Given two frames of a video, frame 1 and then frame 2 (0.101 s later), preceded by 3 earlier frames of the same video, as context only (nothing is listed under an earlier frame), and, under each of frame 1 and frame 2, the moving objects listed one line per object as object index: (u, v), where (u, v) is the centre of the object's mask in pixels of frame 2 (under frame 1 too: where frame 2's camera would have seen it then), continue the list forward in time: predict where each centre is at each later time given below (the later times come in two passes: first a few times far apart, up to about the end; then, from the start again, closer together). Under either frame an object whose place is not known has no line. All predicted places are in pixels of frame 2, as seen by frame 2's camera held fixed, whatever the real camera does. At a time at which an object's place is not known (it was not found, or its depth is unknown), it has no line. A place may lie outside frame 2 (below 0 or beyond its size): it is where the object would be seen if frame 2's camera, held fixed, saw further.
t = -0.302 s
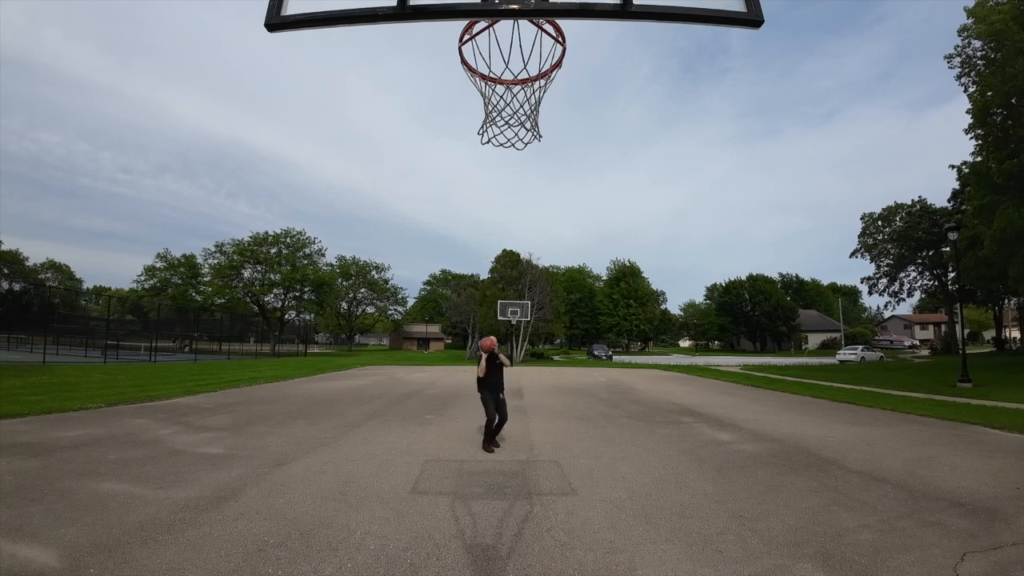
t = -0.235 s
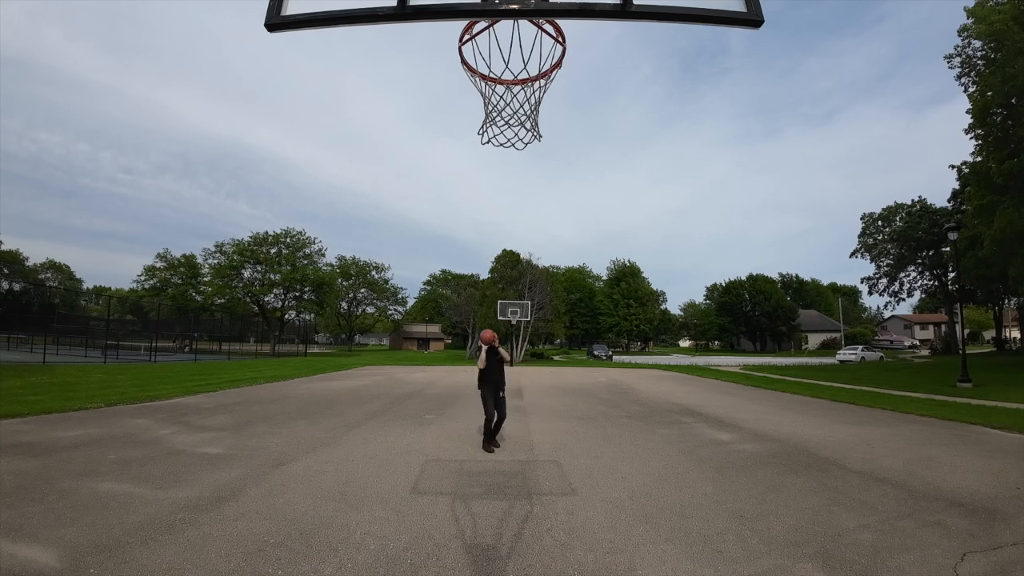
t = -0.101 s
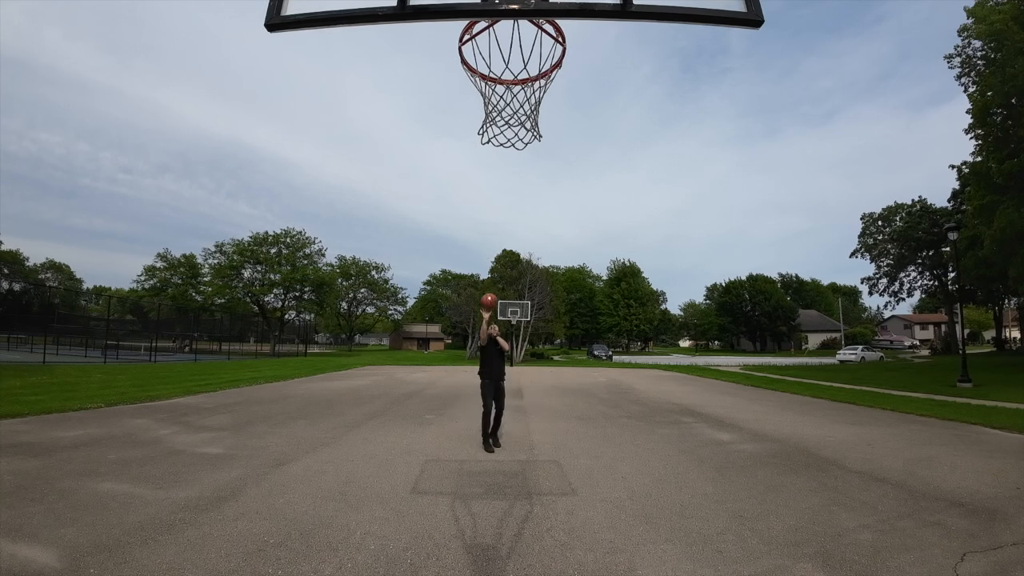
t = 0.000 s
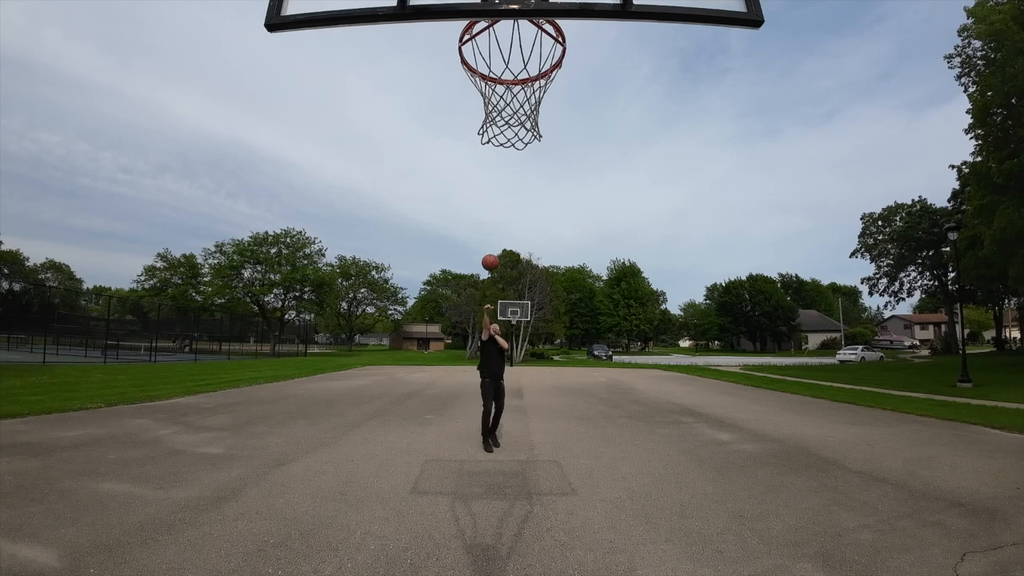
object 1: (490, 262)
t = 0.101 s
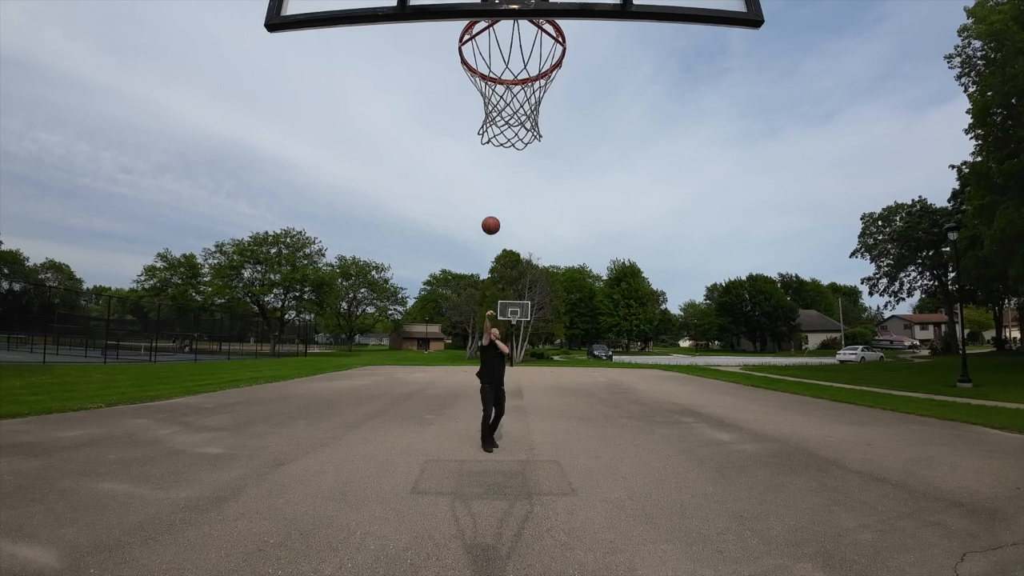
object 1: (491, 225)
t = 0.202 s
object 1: (491, 189)
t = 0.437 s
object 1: (490, 113)
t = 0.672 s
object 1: (486, 51)
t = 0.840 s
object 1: (523, 36)
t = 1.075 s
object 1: (535, 56)
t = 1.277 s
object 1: (530, 126)
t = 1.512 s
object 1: (526, 255)
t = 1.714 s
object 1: (521, 405)
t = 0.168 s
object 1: (491, 201)
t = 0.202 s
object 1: (491, 189)
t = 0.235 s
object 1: (491, 178)
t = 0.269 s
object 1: (491, 167)
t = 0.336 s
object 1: (491, 144)
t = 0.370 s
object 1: (491, 134)
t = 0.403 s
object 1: (490, 124)
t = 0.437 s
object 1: (490, 113)
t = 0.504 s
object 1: (489, 94)
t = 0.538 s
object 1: (489, 83)
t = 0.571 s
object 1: (489, 73)
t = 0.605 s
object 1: (489, 62)
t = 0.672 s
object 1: (486, 51)
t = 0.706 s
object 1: (484, 44)
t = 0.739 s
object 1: (483, 40)
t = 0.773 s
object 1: (484, 38)
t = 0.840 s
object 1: (523, 36)
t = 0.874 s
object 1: (535, 38)
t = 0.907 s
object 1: (540, 45)
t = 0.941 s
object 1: (539, 45)
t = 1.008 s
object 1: (537, 48)
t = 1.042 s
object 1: (536, 51)
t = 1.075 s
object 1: (535, 56)
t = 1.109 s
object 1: (535, 63)
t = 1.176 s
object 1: (533, 87)
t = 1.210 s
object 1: (532, 100)
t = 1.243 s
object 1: (530, 109)
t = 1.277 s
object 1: (530, 126)
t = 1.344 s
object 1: (530, 158)
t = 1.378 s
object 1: (529, 175)
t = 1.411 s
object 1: (528, 193)
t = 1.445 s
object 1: (527, 213)
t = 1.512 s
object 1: (526, 255)
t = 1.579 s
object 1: (524, 301)
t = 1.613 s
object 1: (524, 327)
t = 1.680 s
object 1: (522, 378)
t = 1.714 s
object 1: (521, 405)
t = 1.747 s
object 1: (521, 433)
